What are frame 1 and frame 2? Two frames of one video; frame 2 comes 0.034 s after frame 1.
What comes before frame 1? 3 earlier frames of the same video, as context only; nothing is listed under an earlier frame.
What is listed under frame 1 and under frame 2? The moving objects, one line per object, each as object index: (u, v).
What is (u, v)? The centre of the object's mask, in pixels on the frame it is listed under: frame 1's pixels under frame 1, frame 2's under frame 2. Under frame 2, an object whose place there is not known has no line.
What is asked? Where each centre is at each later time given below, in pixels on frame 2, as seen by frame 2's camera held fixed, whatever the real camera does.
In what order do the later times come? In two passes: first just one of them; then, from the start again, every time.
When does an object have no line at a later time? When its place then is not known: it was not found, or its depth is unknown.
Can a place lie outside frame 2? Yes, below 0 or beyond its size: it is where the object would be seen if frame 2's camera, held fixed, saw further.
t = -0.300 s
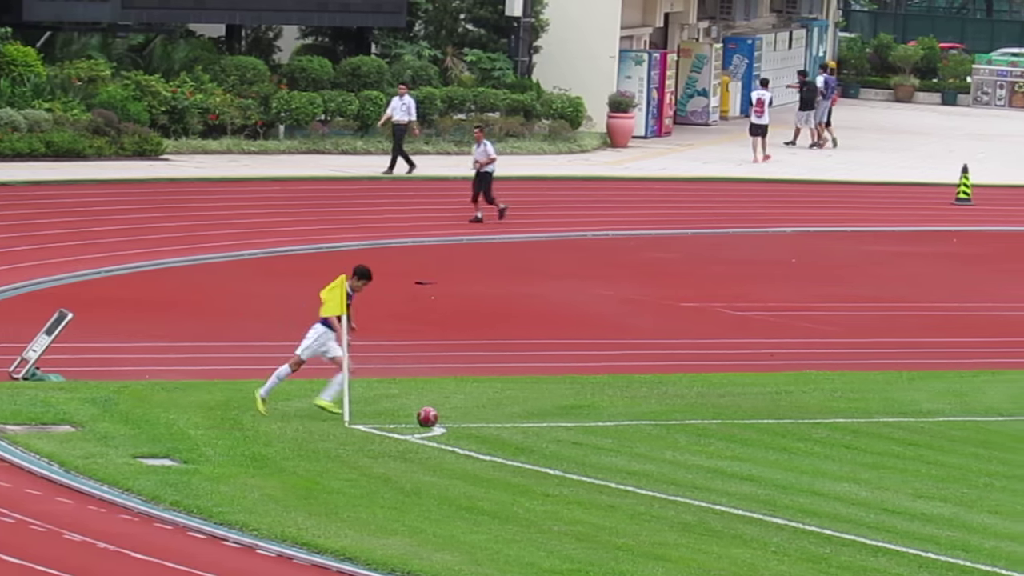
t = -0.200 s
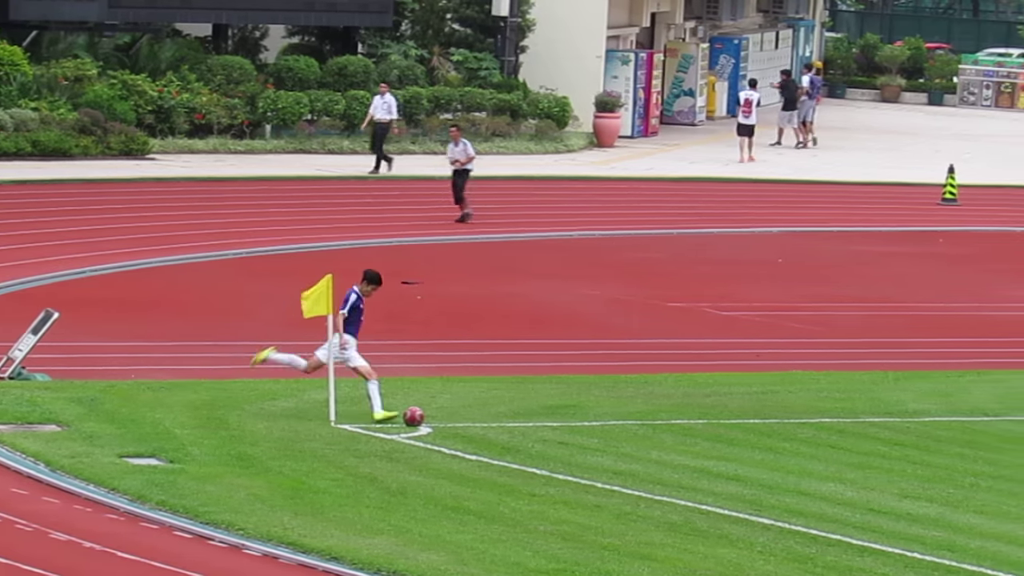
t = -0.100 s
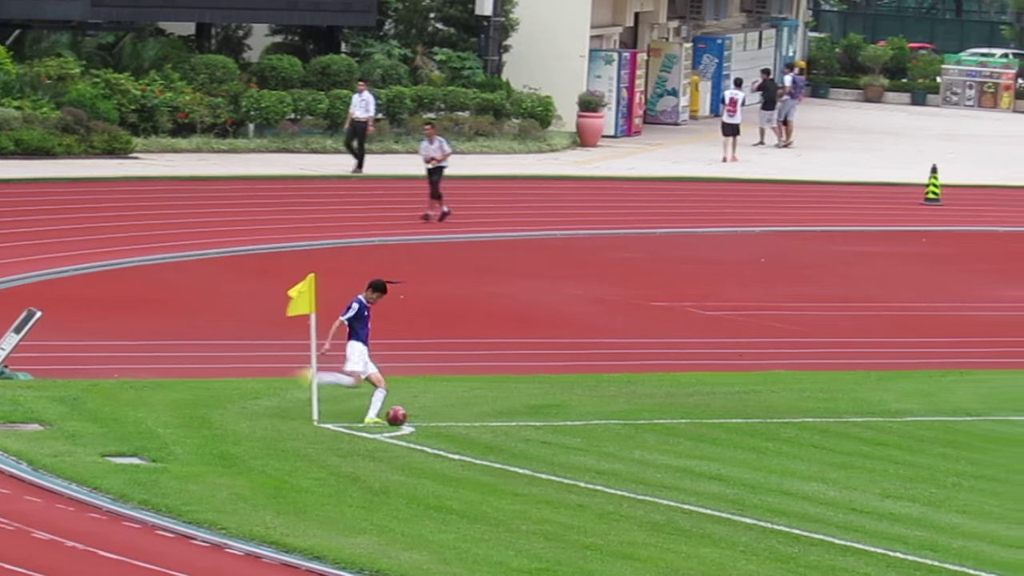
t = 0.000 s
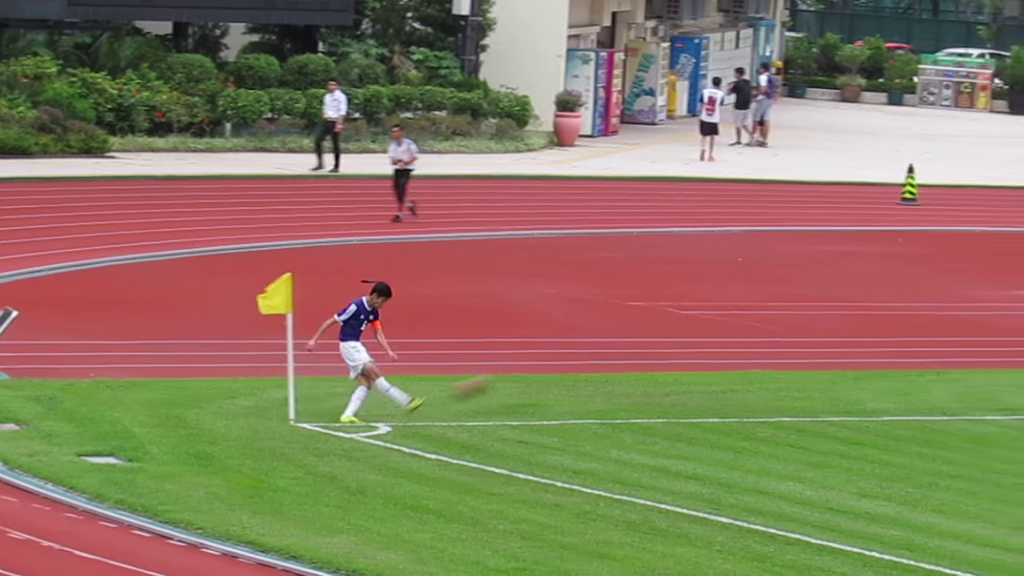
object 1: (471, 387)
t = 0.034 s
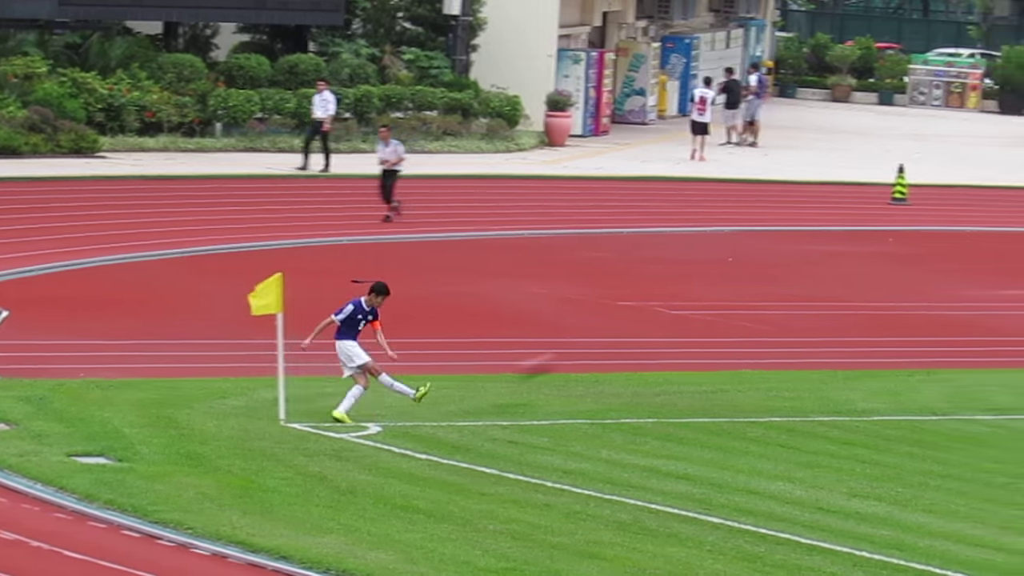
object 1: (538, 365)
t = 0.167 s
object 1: (821, 290)
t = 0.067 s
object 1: (609, 346)
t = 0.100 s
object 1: (681, 327)
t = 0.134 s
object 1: (752, 308)
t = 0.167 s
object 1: (821, 290)
